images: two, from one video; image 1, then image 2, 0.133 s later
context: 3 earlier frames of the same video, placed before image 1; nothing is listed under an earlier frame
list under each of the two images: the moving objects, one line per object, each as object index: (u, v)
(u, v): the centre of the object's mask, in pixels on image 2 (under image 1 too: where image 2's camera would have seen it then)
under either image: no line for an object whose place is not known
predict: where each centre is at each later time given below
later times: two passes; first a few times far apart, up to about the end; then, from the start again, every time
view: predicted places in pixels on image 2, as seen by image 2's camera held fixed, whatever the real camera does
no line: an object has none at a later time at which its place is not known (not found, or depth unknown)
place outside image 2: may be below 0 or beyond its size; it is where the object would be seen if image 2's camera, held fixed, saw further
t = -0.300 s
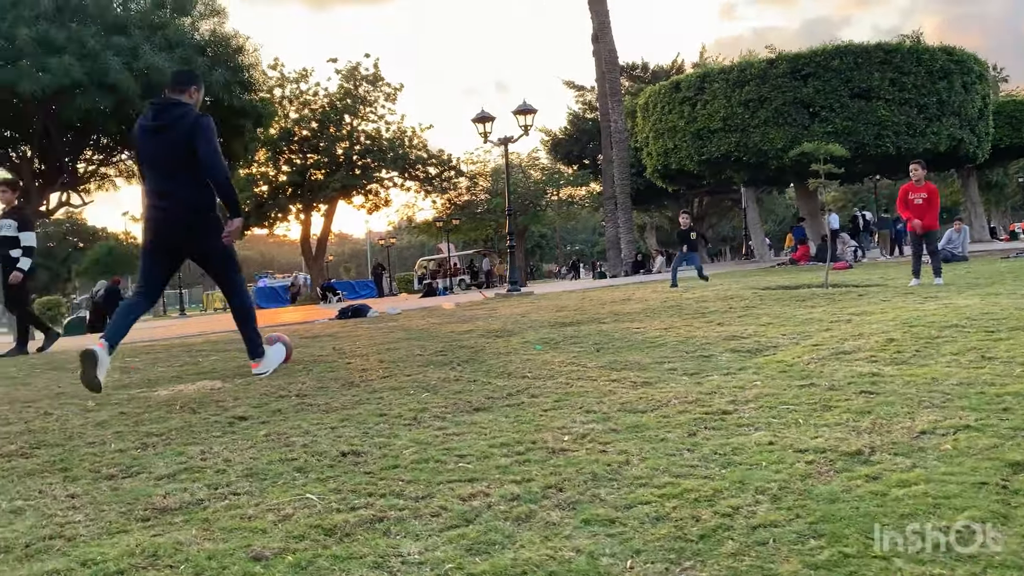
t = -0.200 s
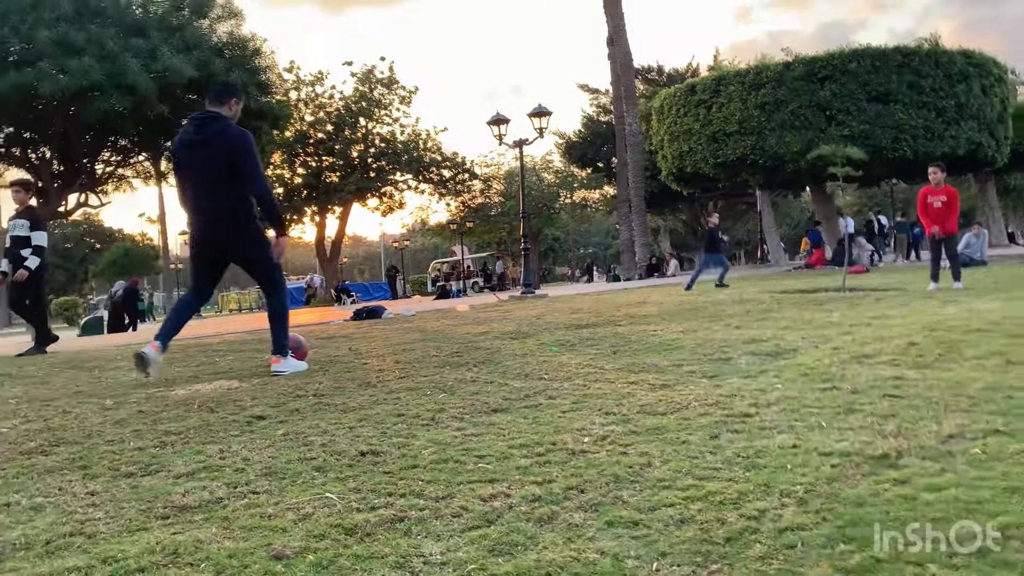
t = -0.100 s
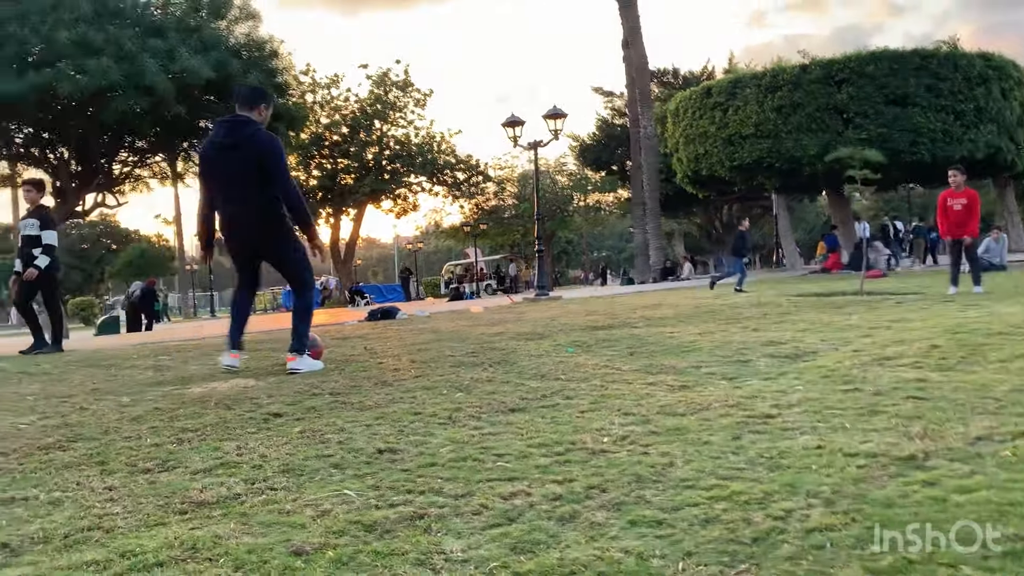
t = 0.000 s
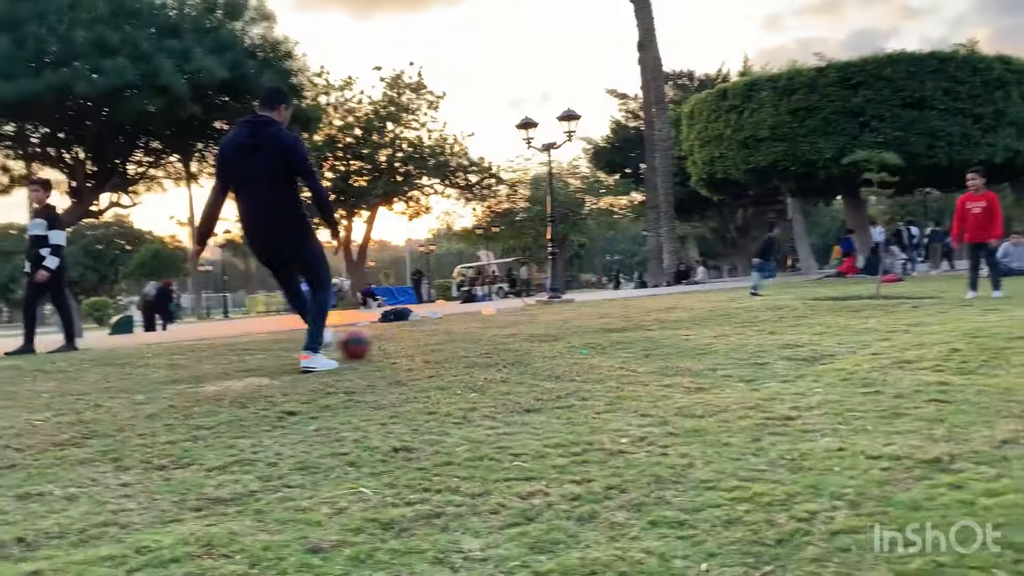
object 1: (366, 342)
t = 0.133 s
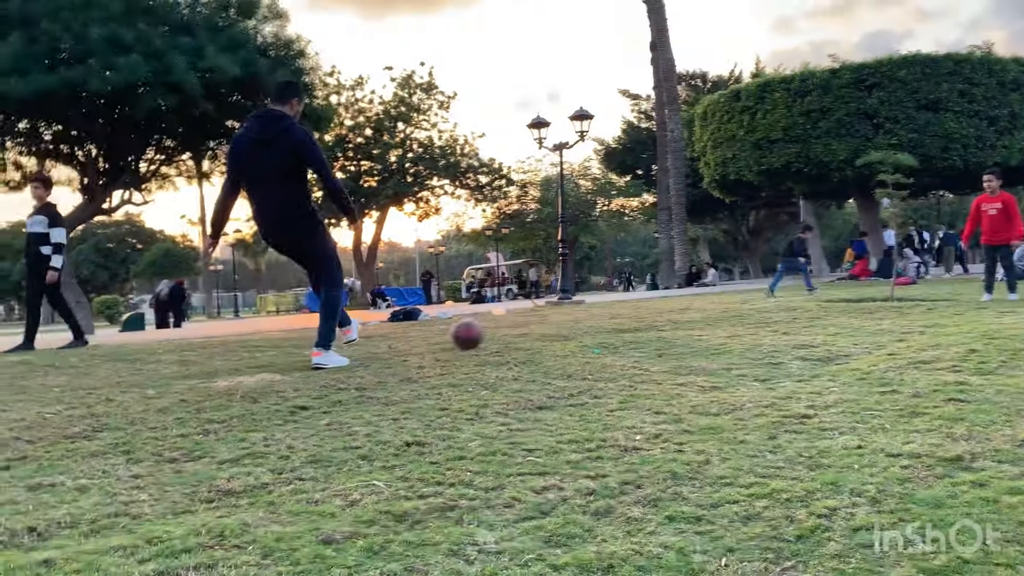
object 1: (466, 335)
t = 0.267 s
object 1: (540, 326)
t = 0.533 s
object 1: (663, 319)
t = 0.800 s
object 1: (765, 316)
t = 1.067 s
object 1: (852, 311)
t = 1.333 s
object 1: (929, 307)
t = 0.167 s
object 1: (485, 330)
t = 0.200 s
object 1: (504, 328)
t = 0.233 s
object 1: (523, 326)
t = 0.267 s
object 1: (540, 326)
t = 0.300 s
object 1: (557, 328)
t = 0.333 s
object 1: (574, 330)
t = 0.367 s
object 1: (590, 327)
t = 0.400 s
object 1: (605, 325)
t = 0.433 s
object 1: (620, 325)
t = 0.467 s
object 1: (636, 325)
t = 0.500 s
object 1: (650, 322)
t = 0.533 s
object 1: (663, 319)
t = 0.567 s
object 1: (677, 317)
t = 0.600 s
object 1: (690, 317)
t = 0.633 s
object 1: (704, 319)
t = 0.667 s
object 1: (717, 321)
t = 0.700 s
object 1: (729, 321)
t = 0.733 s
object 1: (741, 318)
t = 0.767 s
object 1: (753, 316)
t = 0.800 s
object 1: (765, 316)
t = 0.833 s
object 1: (777, 317)
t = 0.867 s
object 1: (788, 317)
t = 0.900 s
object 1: (799, 315)
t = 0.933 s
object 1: (810, 315)
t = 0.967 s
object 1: (821, 315)
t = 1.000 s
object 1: (831, 314)
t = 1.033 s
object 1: (842, 313)
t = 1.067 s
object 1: (852, 311)
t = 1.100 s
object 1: (862, 310)
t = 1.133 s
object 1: (872, 310)
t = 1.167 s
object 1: (882, 310)
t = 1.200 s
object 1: (891, 309)
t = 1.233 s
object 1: (901, 308)
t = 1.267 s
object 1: (910, 308)
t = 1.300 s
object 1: (920, 307)
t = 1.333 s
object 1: (929, 307)
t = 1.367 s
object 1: (939, 306)
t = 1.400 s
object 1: (947, 306)
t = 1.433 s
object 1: (956, 306)
